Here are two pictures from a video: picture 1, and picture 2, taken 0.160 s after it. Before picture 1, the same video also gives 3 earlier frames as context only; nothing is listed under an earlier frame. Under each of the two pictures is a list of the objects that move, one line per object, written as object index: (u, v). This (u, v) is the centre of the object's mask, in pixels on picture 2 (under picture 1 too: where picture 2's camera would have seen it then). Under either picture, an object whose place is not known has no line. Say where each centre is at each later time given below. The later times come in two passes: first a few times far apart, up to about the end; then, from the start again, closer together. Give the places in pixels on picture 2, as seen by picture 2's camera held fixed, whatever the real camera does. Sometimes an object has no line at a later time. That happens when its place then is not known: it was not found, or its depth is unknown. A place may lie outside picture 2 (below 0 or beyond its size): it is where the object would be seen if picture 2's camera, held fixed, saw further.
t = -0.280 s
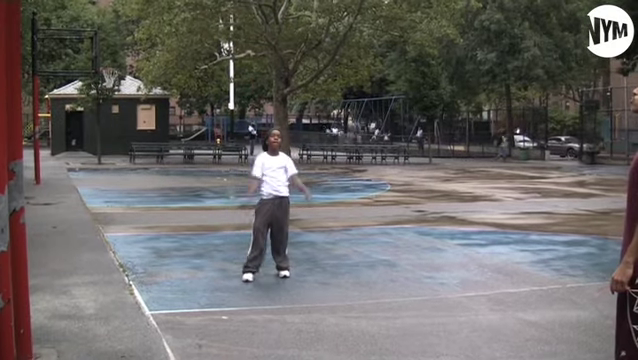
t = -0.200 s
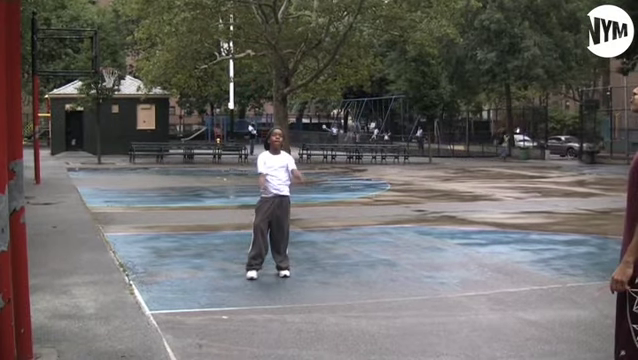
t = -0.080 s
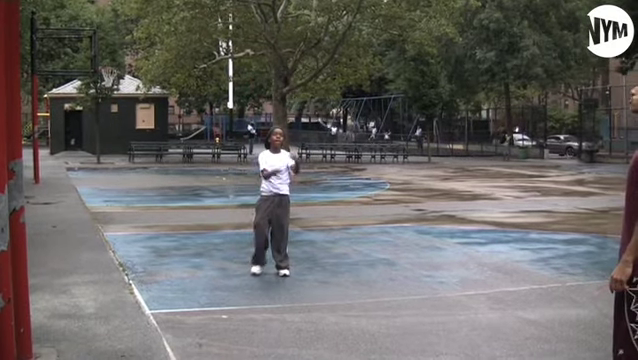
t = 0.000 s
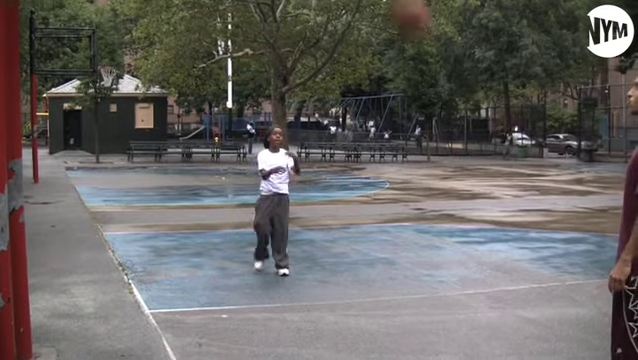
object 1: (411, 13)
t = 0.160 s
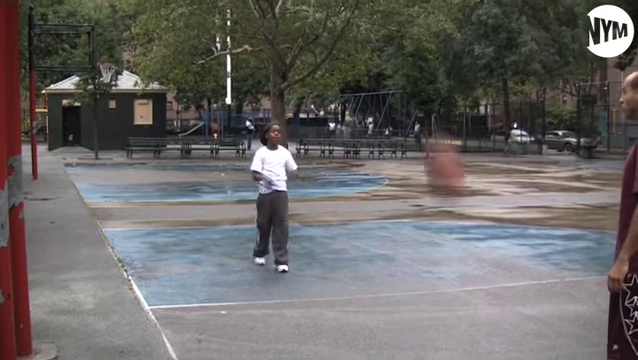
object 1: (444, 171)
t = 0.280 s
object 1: (466, 308)
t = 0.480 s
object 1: (488, 206)
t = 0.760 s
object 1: (504, 79)
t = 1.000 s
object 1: (522, 67)
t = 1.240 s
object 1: (537, 118)
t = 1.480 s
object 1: (543, 225)
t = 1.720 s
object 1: (557, 206)
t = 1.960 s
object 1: (580, 152)
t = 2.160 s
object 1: (588, 150)
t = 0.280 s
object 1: (466, 308)
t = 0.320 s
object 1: (472, 335)
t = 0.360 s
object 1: (476, 300)
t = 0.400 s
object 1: (480, 266)
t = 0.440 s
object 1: (484, 236)
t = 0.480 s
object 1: (488, 206)
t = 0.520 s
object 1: (491, 179)
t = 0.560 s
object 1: (493, 155)
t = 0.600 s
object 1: (496, 134)
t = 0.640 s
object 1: (499, 116)
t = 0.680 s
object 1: (503, 105)
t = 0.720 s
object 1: (503, 89)
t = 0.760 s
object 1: (504, 79)
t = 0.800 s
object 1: (507, 72)
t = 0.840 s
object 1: (511, 67)
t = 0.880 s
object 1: (514, 64)
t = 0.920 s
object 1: (519, 64)
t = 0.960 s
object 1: (520, 64)
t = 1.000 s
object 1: (522, 67)
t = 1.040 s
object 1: (525, 70)
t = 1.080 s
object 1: (527, 75)
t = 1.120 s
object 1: (528, 83)
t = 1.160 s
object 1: (532, 92)
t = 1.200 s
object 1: (534, 104)
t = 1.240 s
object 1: (537, 118)
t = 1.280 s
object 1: (540, 131)
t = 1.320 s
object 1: (541, 147)
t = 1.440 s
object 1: (541, 204)
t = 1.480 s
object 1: (543, 225)
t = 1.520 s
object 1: (542, 251)
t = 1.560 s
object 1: (540, 270)
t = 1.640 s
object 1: (548, 240)
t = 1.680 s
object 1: (552, 221)
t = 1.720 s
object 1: (557, 206)
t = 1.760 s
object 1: (562, 193)
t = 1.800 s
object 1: (565, 182)
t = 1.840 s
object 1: (570, 172)
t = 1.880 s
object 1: (570, 163)
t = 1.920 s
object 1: (578, 157)
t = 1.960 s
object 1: (580, 152)
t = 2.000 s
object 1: (582, 149)
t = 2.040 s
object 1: (582, 147)
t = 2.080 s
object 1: (586, 147)
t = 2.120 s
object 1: (586, 147)
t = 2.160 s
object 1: (588, 150)
